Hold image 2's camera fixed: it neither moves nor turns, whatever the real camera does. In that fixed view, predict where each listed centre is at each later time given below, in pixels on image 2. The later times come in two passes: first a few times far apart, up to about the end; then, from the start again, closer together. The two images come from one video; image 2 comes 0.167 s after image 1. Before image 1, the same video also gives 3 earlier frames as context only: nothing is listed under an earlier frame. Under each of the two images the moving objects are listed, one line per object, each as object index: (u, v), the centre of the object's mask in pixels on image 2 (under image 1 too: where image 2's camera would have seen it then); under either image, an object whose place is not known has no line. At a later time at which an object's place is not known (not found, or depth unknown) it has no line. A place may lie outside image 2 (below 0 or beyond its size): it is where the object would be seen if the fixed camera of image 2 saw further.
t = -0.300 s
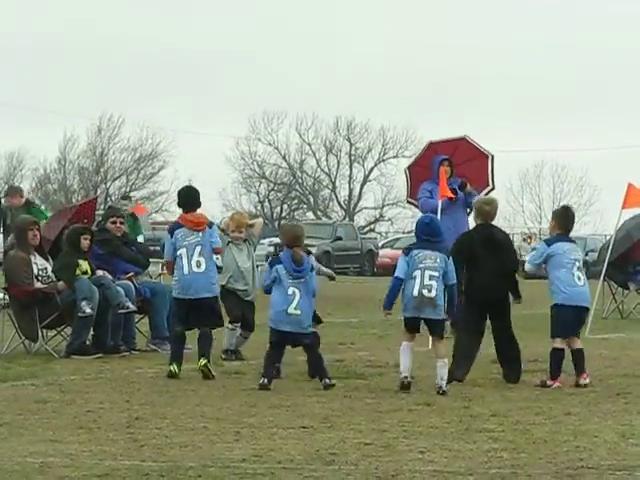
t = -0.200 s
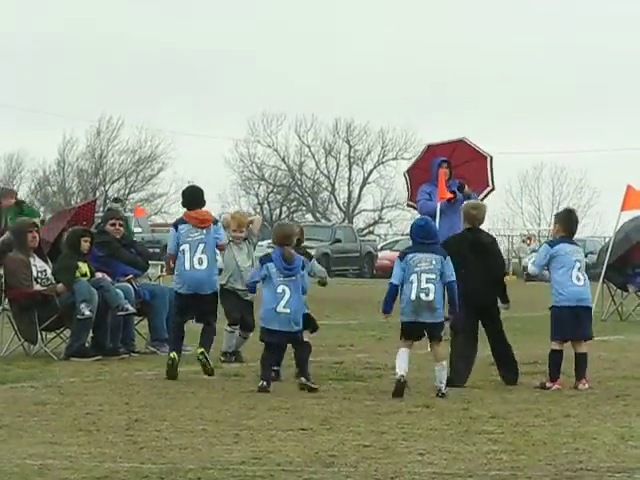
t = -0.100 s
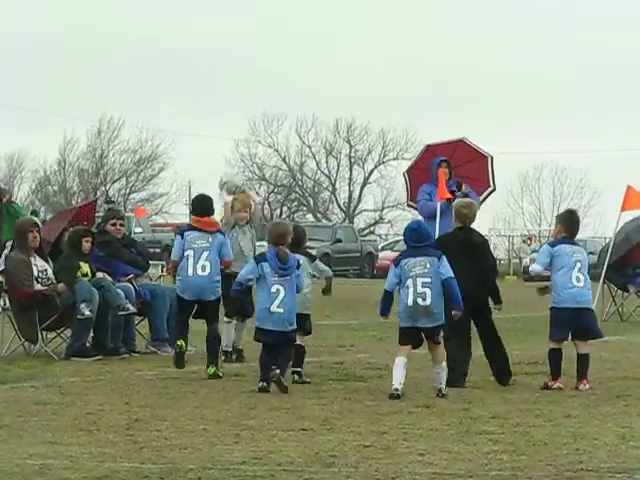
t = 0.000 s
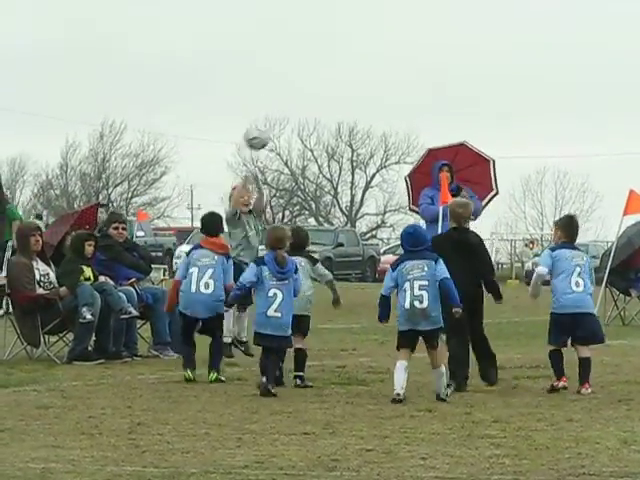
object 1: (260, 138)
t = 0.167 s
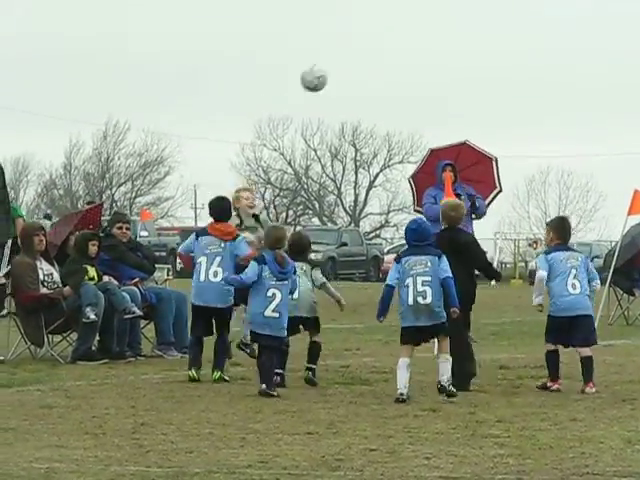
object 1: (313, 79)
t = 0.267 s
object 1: (346, 62)
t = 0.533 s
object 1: (438, 78)
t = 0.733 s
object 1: (513, 159)
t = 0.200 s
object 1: (324, 72)
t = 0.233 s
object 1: (335, 66)
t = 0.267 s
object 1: (346, 62)
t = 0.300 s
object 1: (357, 58)
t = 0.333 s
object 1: (369, 56)
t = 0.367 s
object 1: (380, 56)
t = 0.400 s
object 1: (391, 58)
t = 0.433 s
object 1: (402, 61)
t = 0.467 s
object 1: (414, 65)
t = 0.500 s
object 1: (426, 71)
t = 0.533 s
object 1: (438, 78)
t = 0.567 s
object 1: (450, 87)
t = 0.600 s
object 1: (462, 98)
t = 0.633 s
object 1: (475, 110)
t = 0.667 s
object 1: (486, 125)
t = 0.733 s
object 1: (513, 159)
